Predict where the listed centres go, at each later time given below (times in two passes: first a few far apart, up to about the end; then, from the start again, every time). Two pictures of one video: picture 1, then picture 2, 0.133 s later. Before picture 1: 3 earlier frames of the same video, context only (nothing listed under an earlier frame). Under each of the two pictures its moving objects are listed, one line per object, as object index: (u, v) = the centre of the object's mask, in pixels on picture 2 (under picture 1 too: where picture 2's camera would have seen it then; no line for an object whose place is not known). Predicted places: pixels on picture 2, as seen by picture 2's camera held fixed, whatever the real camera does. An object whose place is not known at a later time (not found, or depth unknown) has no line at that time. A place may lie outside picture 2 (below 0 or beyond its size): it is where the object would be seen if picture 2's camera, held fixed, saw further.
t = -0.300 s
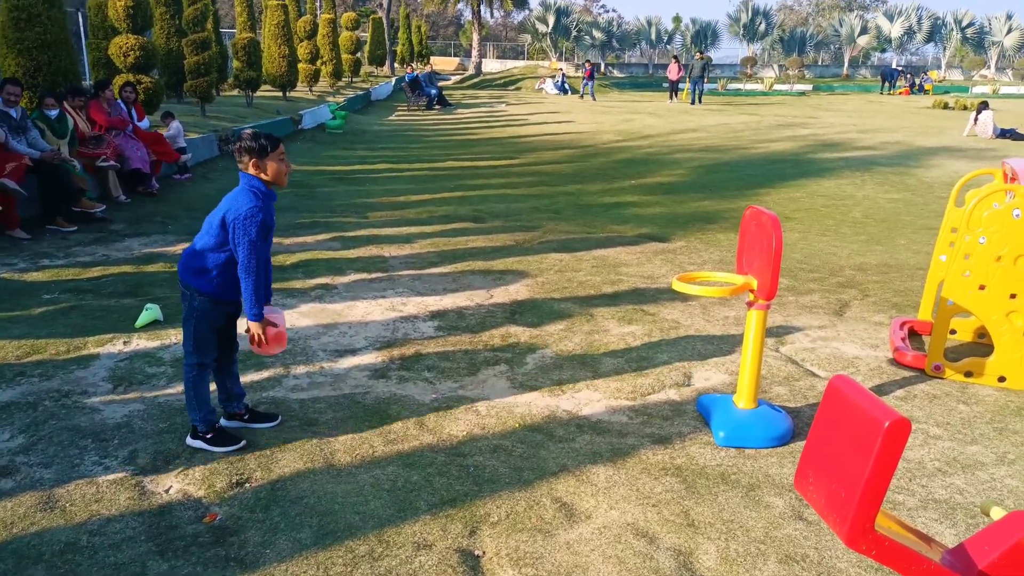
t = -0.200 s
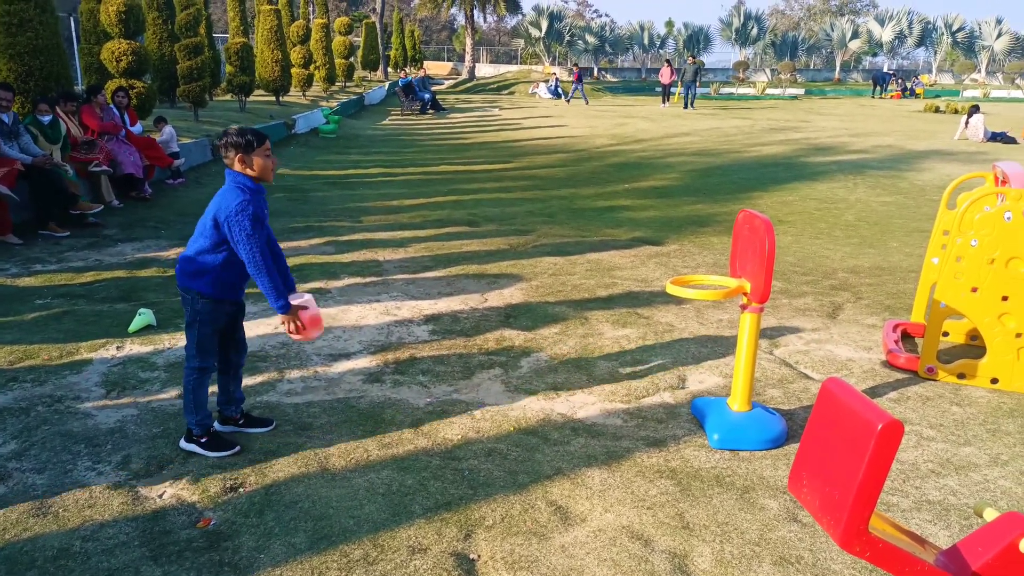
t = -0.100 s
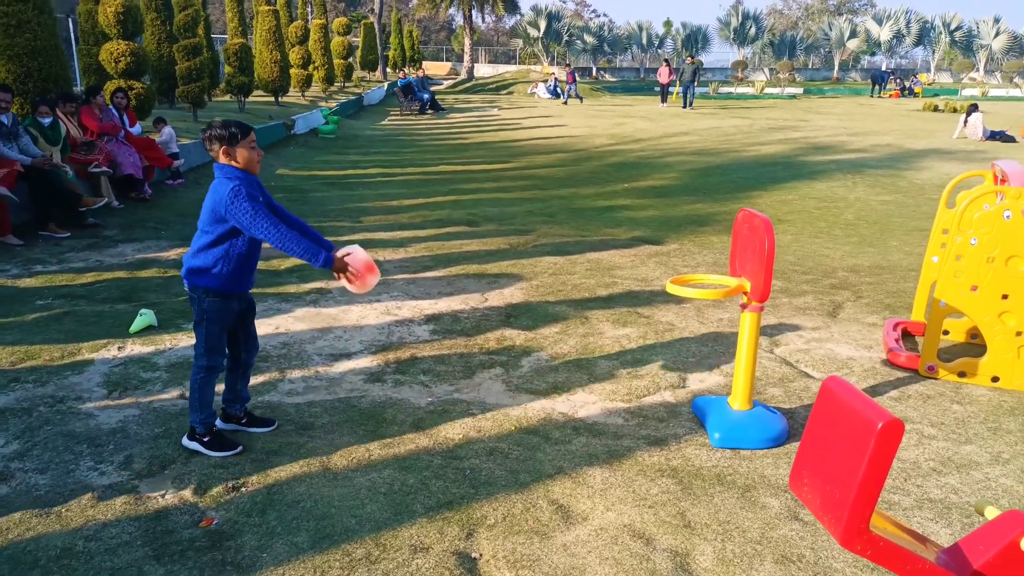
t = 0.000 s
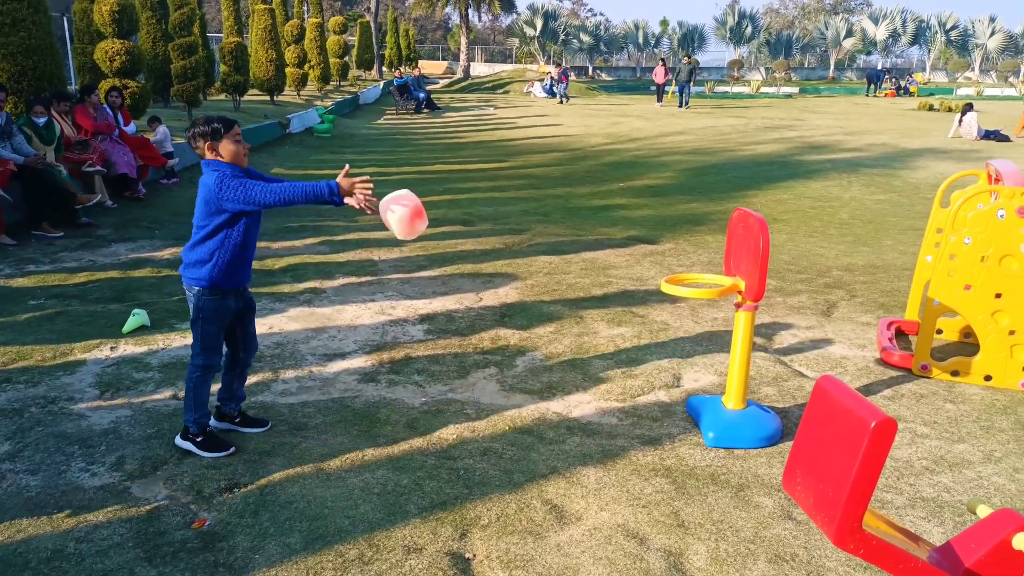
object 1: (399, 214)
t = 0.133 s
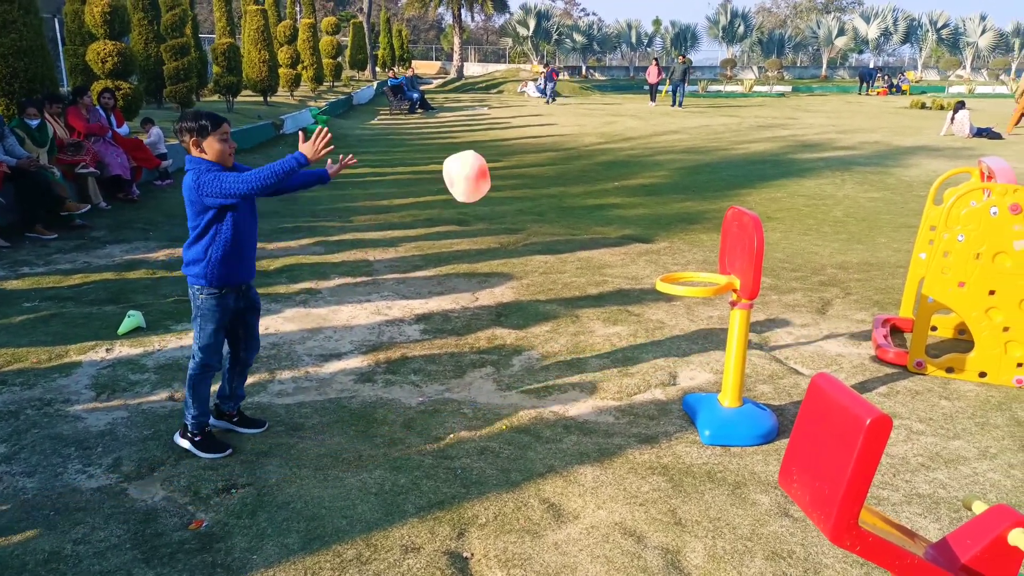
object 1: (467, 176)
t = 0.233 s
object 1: (515, 174)
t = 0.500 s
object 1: (623, 281)
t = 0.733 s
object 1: (684, 411)
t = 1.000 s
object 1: (680, 403)
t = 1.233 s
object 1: (659, 410)
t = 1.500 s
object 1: (630, 403)
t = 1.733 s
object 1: (608, 390)
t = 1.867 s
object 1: (598, 384)
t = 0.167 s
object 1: (484, 173)
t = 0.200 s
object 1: (500, 172)
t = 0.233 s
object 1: (515, 174)
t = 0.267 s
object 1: (532, 178)
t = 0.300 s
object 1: (548, 186)
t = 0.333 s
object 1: (562, 196)
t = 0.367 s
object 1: (576, 209)
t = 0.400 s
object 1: (589, 224)
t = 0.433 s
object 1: (602, 241)
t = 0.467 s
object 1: (613, 260)
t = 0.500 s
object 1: (623, 281)
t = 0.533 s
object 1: (636, 305)
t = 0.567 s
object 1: (645, 331)
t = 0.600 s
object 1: (653, 359)
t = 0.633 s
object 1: (661, 388)
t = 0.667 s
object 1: (669, 419)
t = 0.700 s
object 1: (676, 423)
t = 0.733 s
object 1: (684, 411)
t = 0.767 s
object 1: (690, 403)
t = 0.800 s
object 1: (697, 396)
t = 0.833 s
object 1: (702, 394)
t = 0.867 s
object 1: (707, 392)
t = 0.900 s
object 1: (703, 392)
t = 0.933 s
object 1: (696, 393)
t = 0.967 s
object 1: (688, 398)
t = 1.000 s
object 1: (680, 403)
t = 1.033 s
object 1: (672, 410)
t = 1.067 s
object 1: (670, 405)
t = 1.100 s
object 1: (669, 402)
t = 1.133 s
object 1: (667, 401)
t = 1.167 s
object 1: (665, 402)
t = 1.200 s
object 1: (662, 406)
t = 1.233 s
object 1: (659, 410)
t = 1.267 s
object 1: (656, 409)
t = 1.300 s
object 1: (652, 409)
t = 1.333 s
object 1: (648, 409)
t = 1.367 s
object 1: (644, 407)
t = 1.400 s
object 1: (641, 406)
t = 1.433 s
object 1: (637, 405)
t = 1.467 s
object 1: (634, 404)
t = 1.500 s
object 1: (630, 403)
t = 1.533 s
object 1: (627, 400)
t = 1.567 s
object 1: (623, 398)
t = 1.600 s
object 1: (621, 395)
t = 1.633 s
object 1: (618, 394)
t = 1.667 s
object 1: (615, 392)
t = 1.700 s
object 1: (612, 391)
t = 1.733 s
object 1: (608, 390)
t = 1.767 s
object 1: (606, 389)
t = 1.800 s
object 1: (603, 388)
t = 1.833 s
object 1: (601, 386)
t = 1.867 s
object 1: (598, 384)
